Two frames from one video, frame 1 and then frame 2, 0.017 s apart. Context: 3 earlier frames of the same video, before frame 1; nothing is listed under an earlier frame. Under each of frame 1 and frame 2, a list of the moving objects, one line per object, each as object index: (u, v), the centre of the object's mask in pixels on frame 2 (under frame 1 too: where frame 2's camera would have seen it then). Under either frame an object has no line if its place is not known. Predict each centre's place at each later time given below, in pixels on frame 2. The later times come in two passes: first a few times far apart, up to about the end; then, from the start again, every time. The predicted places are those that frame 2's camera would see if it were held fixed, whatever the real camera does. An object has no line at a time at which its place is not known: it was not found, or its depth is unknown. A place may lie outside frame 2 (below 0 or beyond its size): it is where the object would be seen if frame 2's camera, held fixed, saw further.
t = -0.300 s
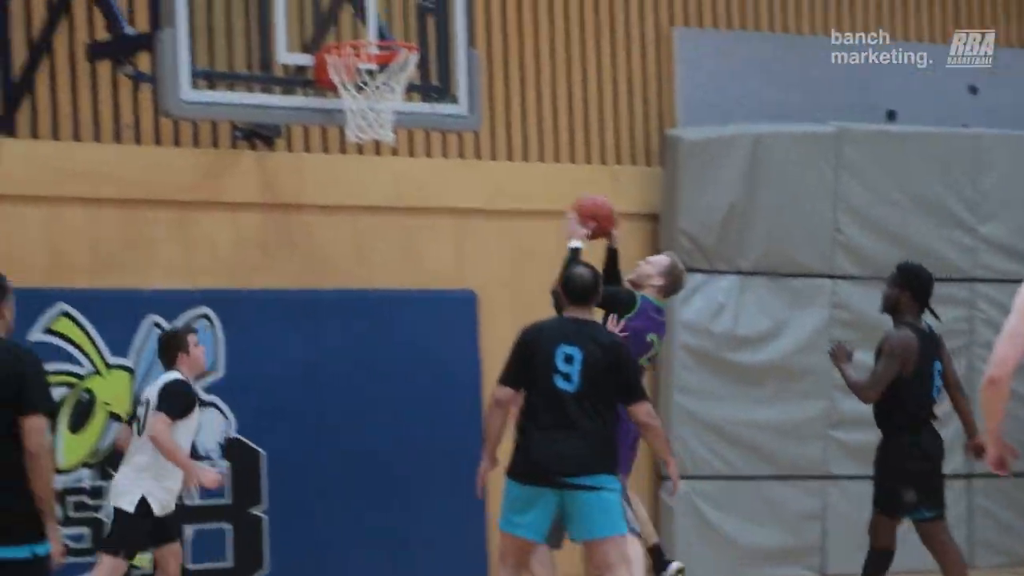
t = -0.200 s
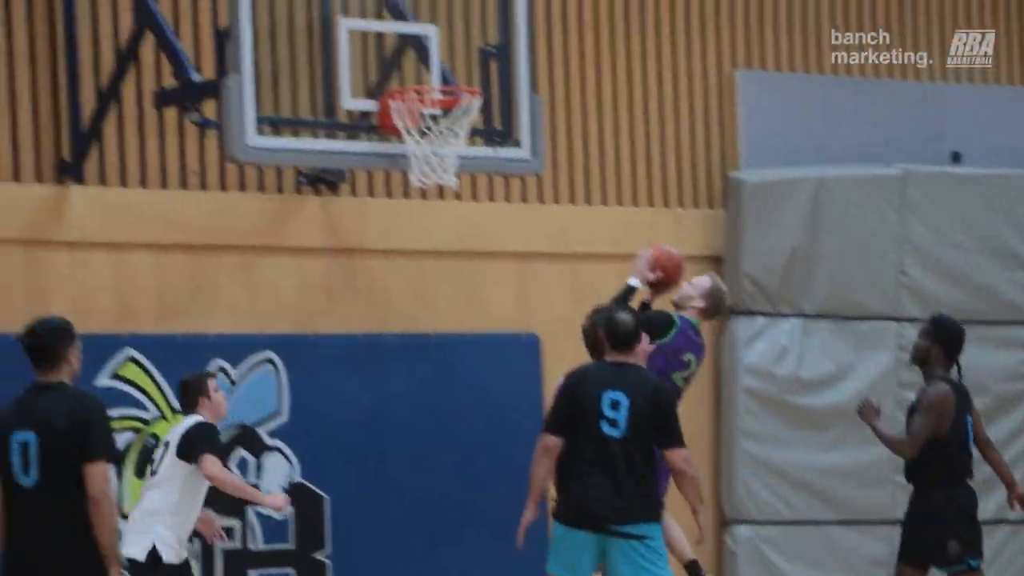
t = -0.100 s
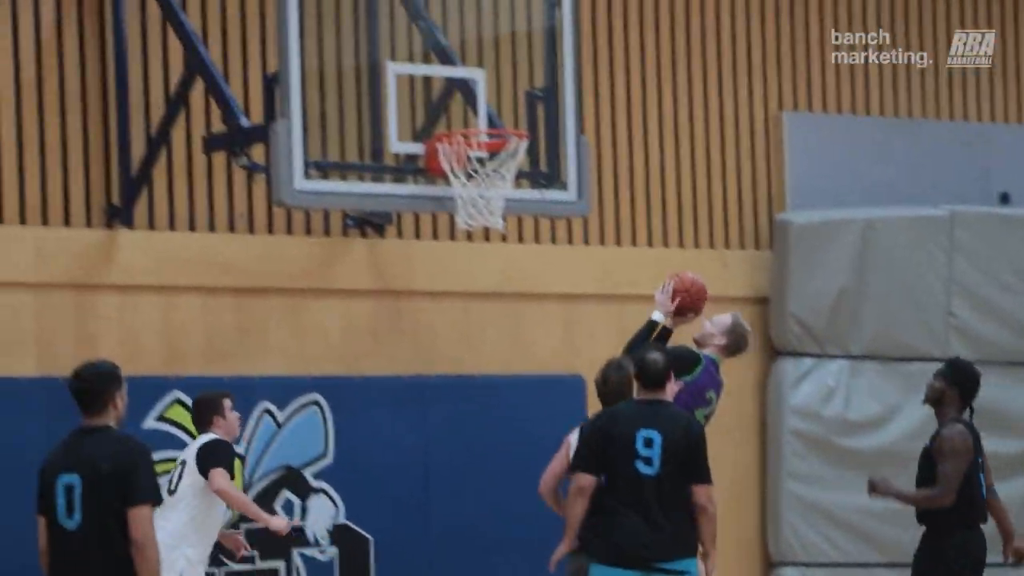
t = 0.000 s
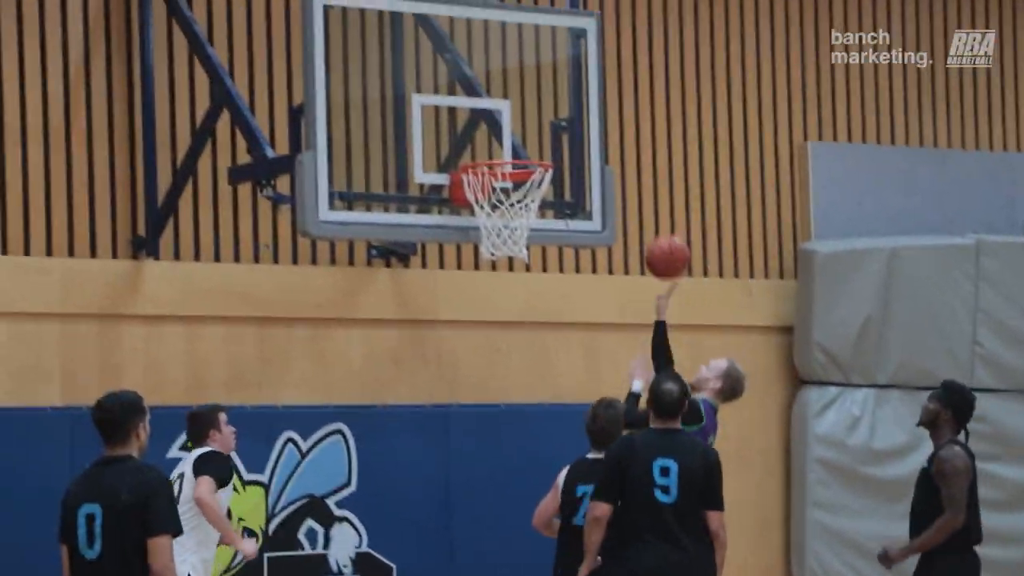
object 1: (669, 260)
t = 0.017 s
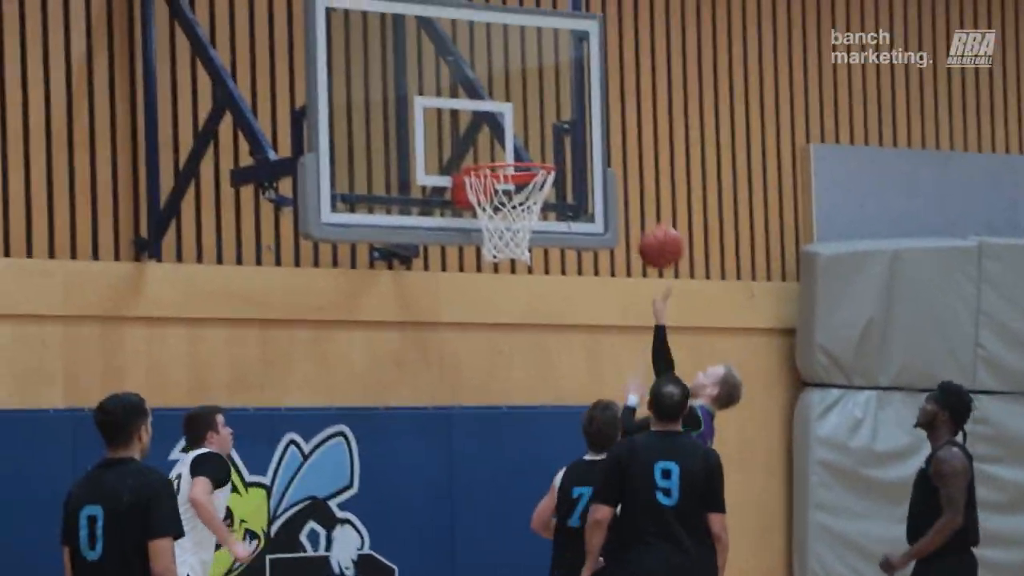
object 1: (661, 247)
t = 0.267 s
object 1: (535, 119)
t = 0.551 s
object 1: (508, 147)
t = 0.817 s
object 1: (515, 249)
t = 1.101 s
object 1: (515, 365)
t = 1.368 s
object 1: (518, 631)
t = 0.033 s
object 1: (652, 235)
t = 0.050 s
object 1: (643, 223)
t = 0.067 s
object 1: (634, 212)
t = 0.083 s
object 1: (626, 201)
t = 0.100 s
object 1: (617, 190)
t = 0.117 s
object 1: (608, 181)
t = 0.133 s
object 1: (599, 172)
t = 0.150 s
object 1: (590, 162)
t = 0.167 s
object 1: (580, 155)
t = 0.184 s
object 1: (572, 147)
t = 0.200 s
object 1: (564, 140)
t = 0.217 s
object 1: (555, 133)
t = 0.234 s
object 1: (546, 128)
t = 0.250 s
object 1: (538, 123)
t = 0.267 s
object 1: (535, 119)
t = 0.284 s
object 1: (534, 117)
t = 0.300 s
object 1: (532, 116)
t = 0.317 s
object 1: (530, 114)
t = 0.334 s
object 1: (529, 114)
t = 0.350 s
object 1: (527, 114)
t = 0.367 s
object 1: (525, 114)
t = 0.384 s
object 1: (523, 115)
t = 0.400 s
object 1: (522, 116)
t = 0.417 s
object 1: (520, 118)
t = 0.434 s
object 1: (519, 120)
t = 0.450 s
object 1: (517, 123)
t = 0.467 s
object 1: (515, 127)
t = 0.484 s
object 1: (514, 130)
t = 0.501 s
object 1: (512, 135)
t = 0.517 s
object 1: (511, 140)
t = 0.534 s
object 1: (509, 144)
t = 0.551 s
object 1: (508, 147)
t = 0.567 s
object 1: (506, 151)
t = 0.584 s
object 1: (505, 154)
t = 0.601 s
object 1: (508, 171)
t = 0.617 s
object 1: (510, 175)
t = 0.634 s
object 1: (511, 183)
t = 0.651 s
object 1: (513, 188)
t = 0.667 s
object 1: (513, 195)
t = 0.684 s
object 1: (514, 203)
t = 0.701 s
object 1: (515, 210)
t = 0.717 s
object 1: (515, 215)
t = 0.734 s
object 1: (512, 217)
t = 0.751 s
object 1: (519, 224)
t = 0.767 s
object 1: (519, 228)
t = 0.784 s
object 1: (514, 246)
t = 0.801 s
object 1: (517, 239)
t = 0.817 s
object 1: (515, 249)
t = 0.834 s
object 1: (517, 250)
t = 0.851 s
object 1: (518, 252)
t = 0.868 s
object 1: (518, 254)
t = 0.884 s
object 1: (517, 256)
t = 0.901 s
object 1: (517, 259)
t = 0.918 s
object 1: (517, 264)
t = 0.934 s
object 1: (516, 270)
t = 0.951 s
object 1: (516, 278)
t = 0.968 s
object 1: (516, 286)
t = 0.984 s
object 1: (516, 294)
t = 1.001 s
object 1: (515, 302)
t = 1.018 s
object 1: (515, 311)
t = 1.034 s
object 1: (515, 321)
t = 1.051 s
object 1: (515, 331)
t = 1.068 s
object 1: (515, 342)
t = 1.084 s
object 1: (515, 353)
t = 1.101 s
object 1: (515, 365)
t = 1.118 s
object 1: (515, 377)
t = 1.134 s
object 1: (515, 390)
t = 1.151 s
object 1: (515, 404)
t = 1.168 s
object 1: (515, 418)
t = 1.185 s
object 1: (515, 432)
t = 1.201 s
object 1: (516, 447)
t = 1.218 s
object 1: (516, 463)
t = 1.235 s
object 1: (517, 479)
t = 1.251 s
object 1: (518, 496)
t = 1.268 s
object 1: (518, 514)
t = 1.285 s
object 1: (517, 531)
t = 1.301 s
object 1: (517, 550)
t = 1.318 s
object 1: (517, 569)
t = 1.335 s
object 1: (517, 589)
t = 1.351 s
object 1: (518, 610)
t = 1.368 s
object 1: (518, 631)
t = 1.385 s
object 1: (518, 653)
